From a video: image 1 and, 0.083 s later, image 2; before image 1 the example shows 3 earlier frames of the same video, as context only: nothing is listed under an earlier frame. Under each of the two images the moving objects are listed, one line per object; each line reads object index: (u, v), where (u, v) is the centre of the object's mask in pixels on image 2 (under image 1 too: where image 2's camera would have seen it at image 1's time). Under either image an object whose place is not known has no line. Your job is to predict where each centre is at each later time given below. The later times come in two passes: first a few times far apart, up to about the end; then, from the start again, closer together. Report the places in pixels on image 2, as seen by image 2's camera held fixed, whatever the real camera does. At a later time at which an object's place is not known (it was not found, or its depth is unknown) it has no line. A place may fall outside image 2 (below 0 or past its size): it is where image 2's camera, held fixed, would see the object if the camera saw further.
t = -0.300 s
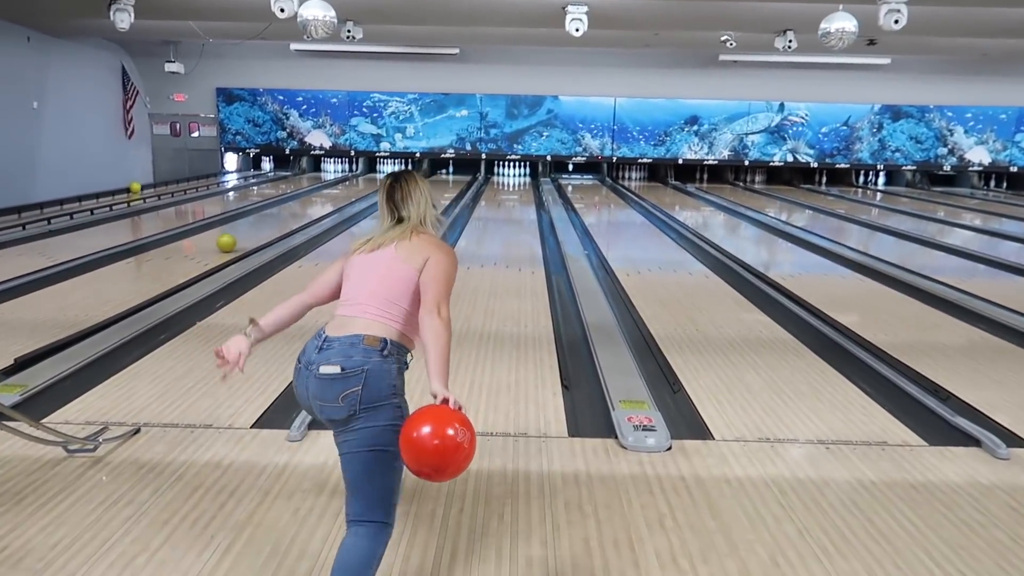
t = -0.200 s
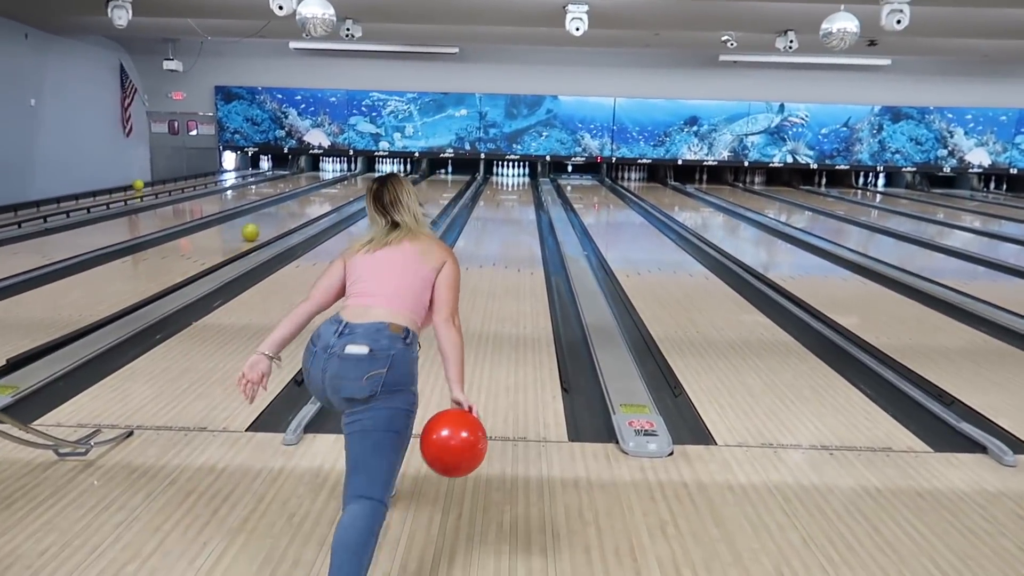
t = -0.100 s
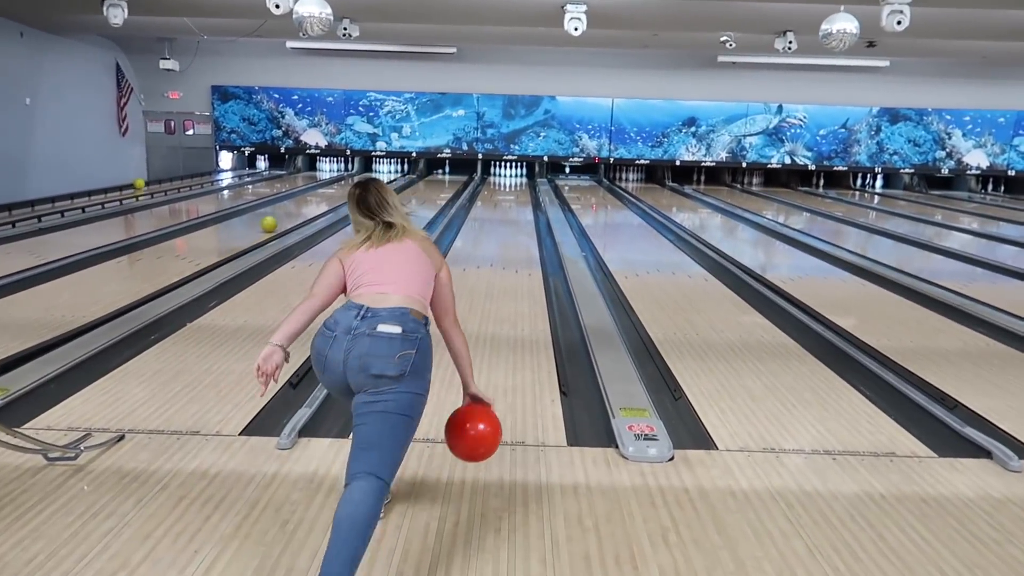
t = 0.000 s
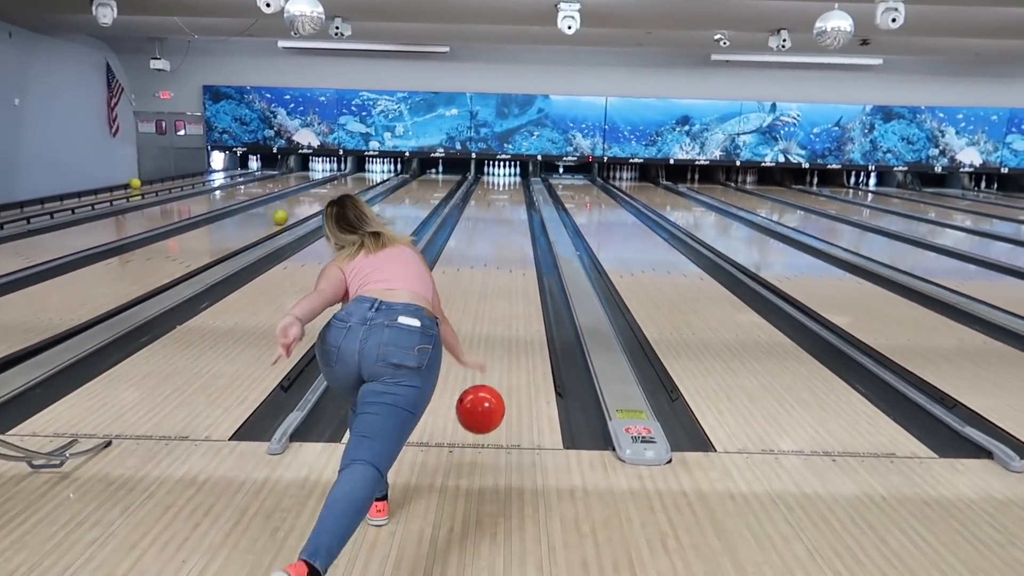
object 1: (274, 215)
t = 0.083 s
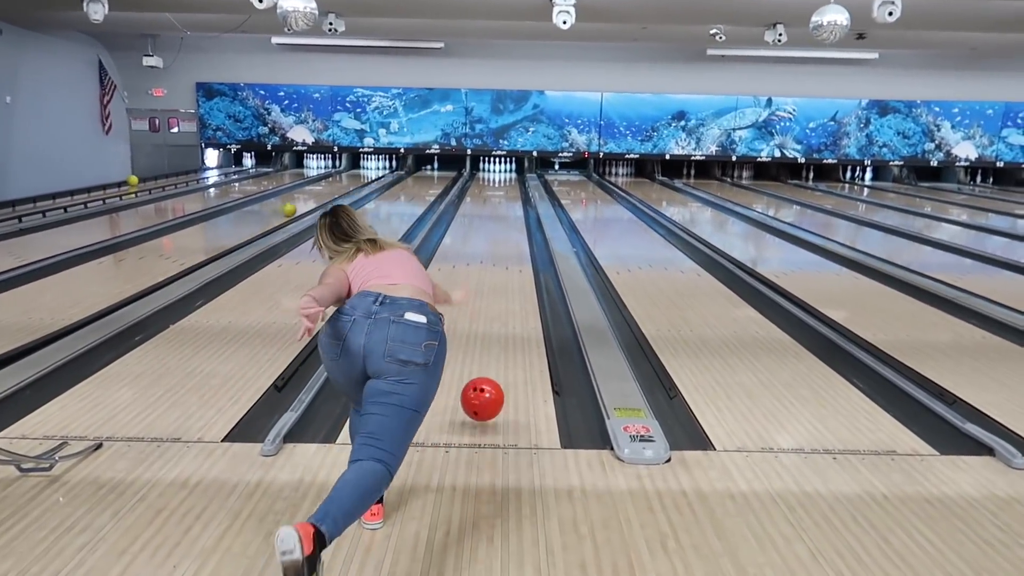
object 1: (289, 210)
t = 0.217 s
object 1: (309, 202)
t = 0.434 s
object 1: (335, 192)
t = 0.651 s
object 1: (358, 187)
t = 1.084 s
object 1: (382, 176)
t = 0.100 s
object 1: (292, 209)
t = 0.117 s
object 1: (294, 208)
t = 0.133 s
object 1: (297, 207)
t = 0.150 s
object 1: (299, 206)
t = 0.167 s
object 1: (302, 205)
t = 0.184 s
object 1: (304, 204)
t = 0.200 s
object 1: (307, 203)
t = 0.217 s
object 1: (309, 202)
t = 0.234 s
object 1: (311, 201)
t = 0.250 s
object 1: (314, 200)
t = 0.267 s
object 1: (316, 199)
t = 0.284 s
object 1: (318, 199)
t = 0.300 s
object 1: (320, 198)
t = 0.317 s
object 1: (322, 198)
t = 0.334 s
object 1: (324, 197)
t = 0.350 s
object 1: (326, 196)
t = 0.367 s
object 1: (328, 195)
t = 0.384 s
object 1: (330, 194)
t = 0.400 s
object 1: (332, 194)
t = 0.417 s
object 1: (334, 193)
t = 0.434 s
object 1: (335, 192)
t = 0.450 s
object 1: (337, 192)
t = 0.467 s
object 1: (339, 191)
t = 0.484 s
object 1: (340, 191)
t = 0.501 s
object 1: (343, 190)
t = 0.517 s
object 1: (345, 190)
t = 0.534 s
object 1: (346, 190)
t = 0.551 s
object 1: (348, 189)
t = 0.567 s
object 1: (350, 189)
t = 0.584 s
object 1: (351, 189)
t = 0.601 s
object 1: (353, 189)
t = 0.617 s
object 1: (355, 188)
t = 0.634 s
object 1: (356, 188)
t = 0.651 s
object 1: (358, 187)
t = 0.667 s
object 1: (359, 186)
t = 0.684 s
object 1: (360, 186)
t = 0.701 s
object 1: (361, 185)
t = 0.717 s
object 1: (362, 185)
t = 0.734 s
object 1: (363, 185)
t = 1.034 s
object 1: (379, 177)
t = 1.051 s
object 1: (381, 177)
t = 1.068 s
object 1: (381, 176)
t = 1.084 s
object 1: (382, 176)
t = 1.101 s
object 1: (383, 175)
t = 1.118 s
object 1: (383, 175)
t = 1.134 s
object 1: (384, 175)
